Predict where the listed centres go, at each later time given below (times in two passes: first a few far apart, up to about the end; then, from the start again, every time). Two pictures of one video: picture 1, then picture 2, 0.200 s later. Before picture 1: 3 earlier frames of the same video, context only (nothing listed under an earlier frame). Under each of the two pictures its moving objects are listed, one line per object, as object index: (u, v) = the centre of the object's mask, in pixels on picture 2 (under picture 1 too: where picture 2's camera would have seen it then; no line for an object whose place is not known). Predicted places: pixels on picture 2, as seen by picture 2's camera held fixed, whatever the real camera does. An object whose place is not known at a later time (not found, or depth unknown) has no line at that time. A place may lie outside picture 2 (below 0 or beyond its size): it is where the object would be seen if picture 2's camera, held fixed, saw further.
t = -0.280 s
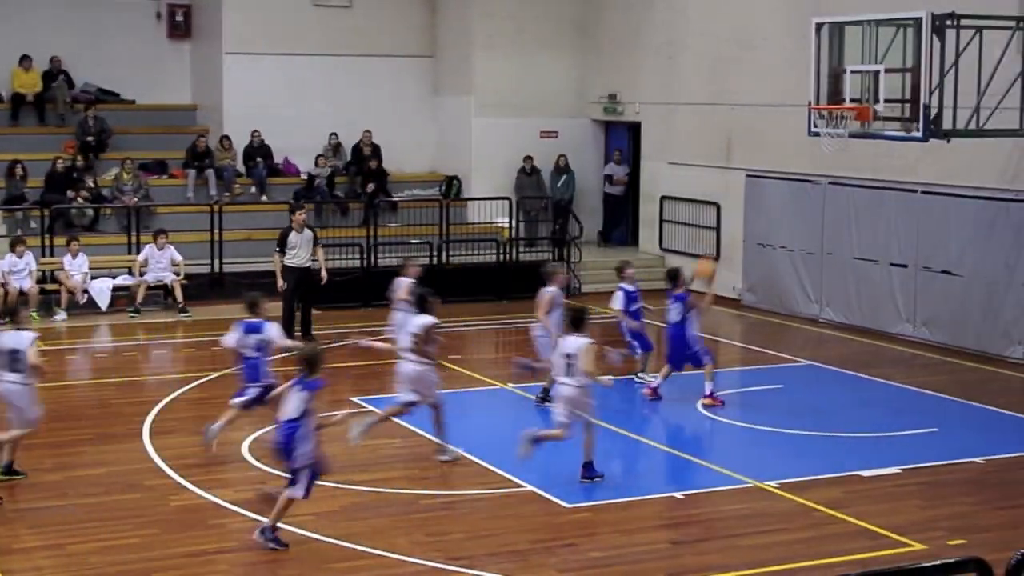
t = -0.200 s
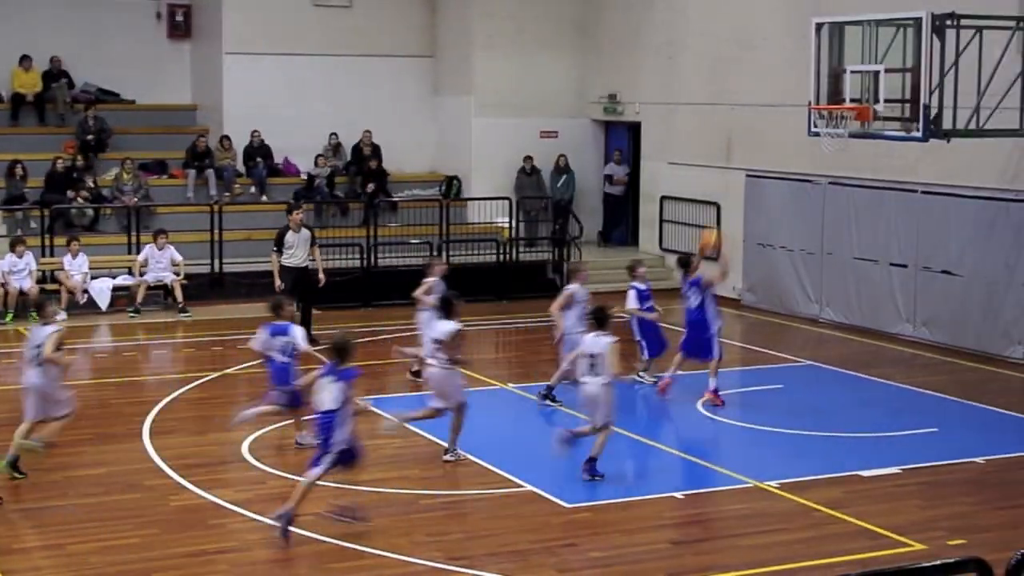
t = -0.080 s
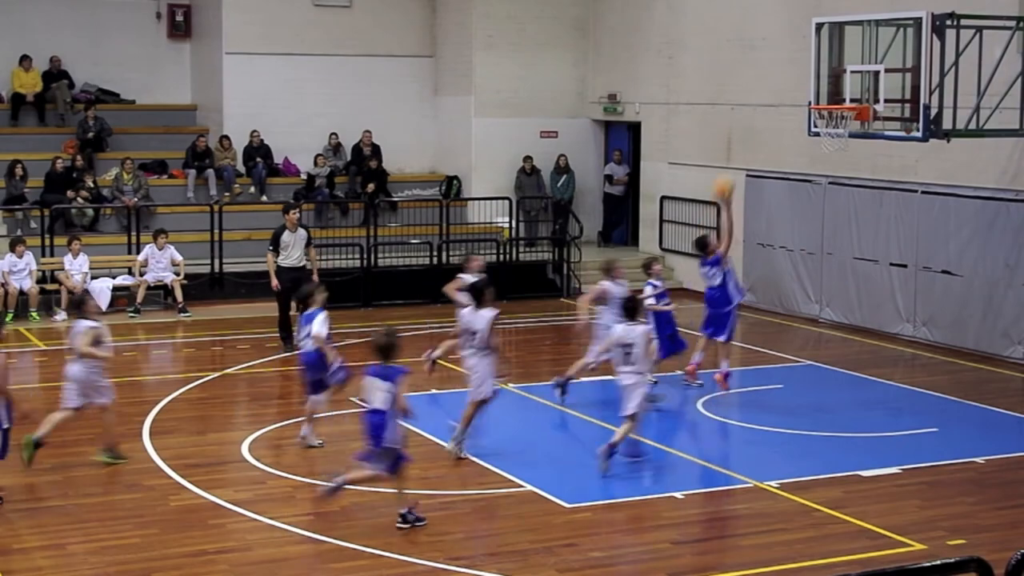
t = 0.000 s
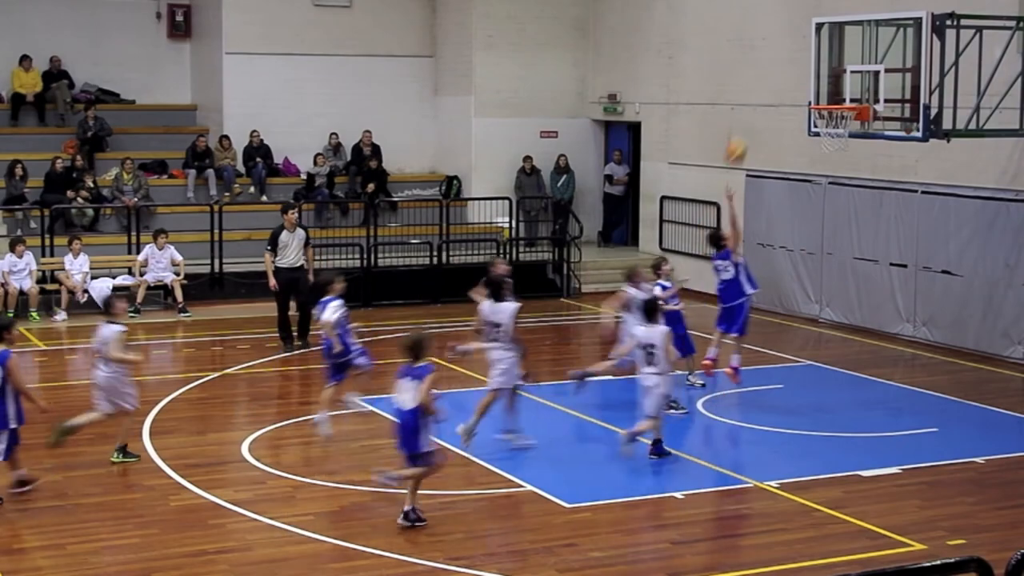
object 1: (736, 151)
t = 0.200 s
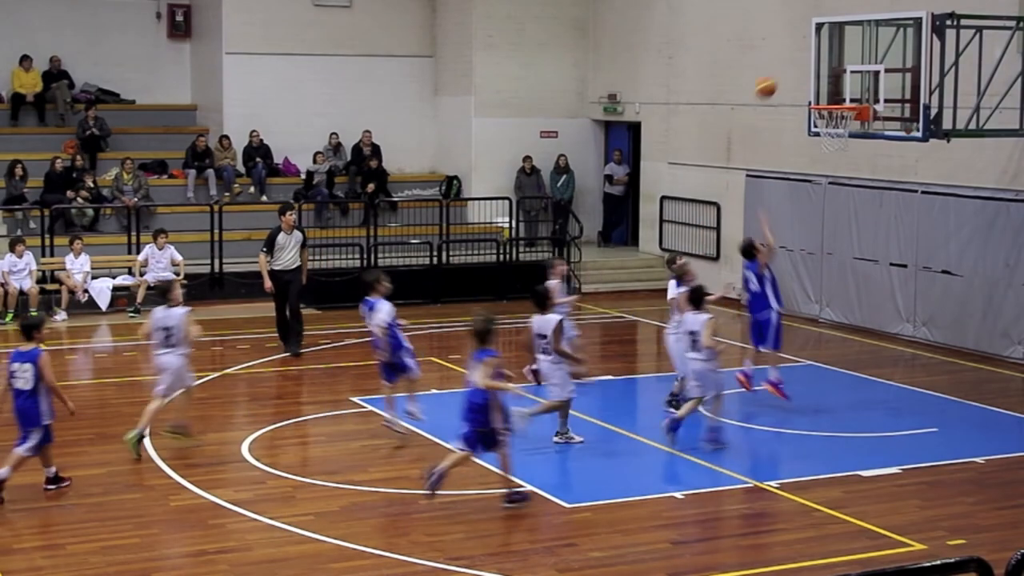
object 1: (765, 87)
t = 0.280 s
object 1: (777, 71)
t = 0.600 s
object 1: (822, 73)
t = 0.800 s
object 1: (842, 78)
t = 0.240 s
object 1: (771, 78)
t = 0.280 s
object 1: (777, 71)
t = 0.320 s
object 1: (783, 66)
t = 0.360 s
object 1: (788, 63)
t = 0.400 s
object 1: (794, 61)
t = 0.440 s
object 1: (799, 60)
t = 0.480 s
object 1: (804, 61)
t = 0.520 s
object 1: (810, 64)
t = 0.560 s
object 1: (815, 68)
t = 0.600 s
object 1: (822, 73)
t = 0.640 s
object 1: (827, 80)
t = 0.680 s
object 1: (832, 89)
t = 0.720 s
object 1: (836, 92)
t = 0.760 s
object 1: (839, 85)
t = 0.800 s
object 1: (842, 78)
